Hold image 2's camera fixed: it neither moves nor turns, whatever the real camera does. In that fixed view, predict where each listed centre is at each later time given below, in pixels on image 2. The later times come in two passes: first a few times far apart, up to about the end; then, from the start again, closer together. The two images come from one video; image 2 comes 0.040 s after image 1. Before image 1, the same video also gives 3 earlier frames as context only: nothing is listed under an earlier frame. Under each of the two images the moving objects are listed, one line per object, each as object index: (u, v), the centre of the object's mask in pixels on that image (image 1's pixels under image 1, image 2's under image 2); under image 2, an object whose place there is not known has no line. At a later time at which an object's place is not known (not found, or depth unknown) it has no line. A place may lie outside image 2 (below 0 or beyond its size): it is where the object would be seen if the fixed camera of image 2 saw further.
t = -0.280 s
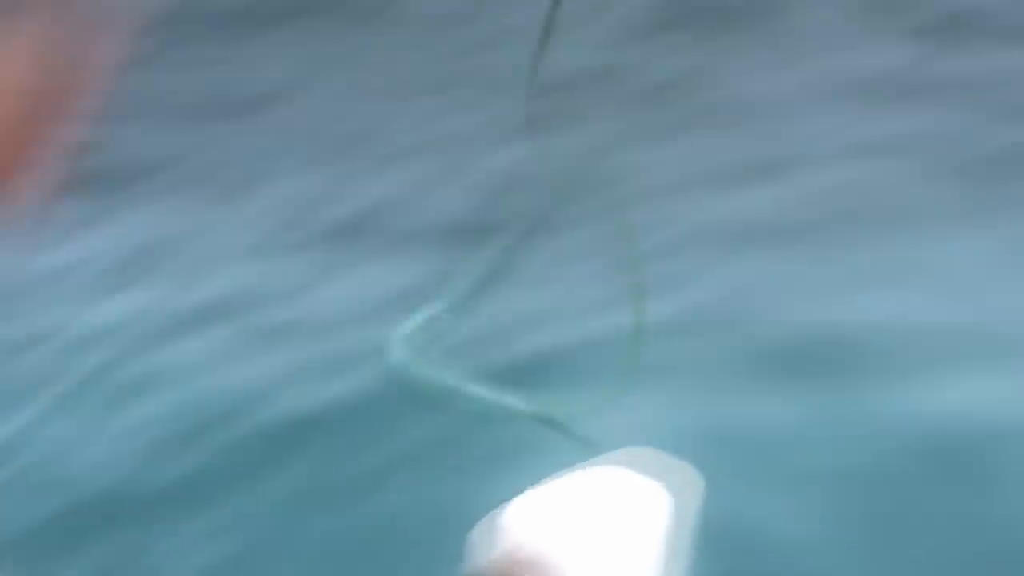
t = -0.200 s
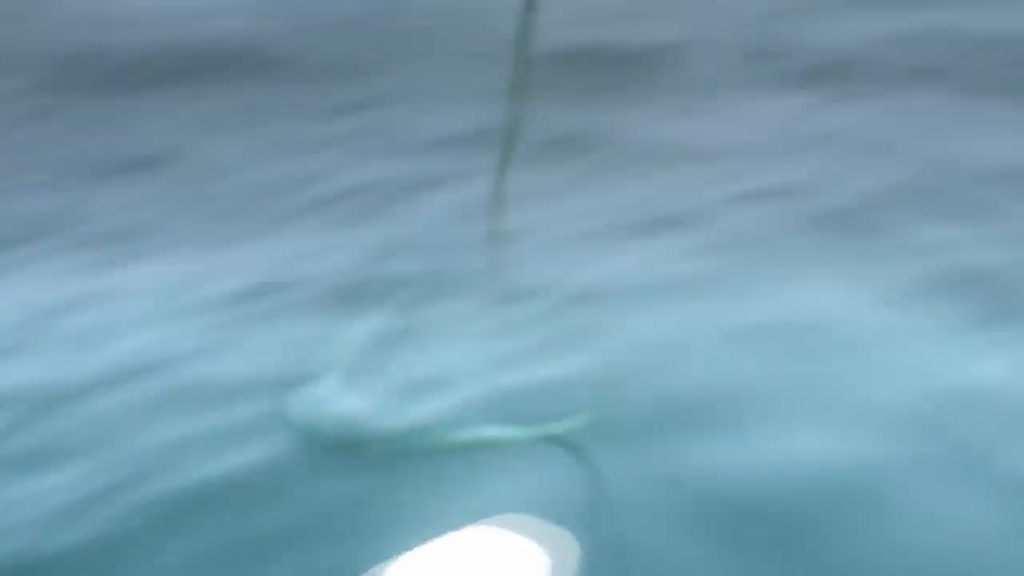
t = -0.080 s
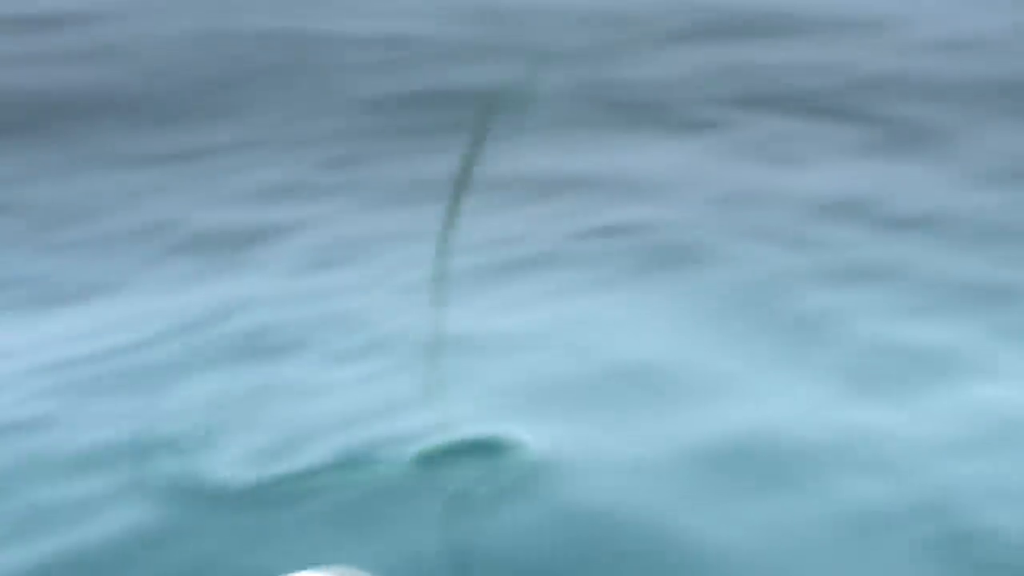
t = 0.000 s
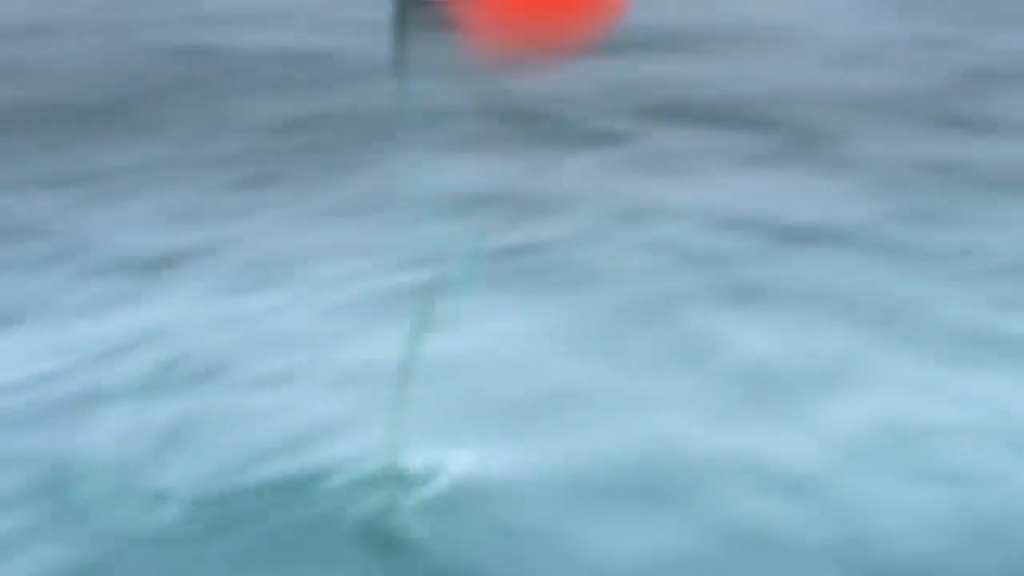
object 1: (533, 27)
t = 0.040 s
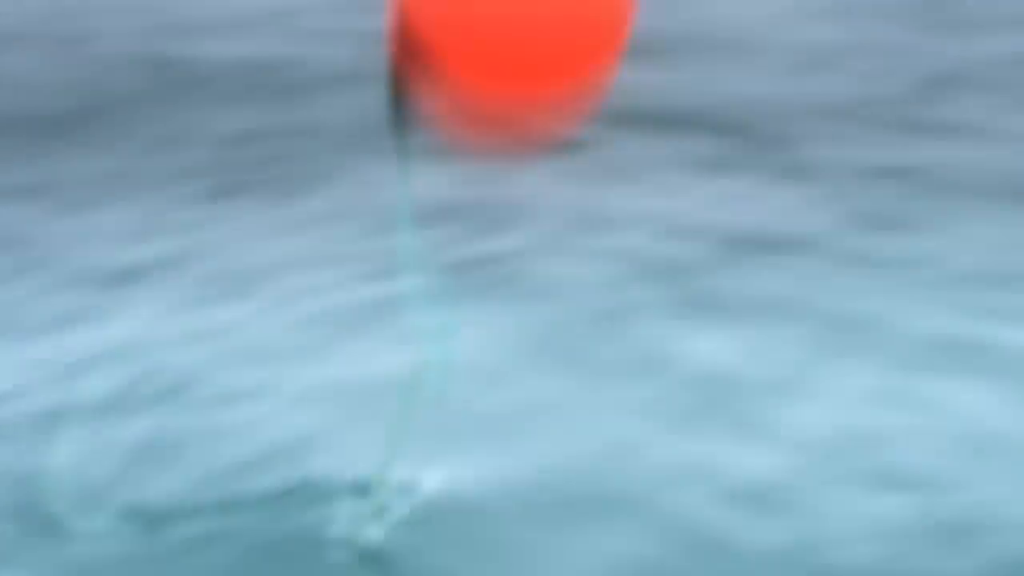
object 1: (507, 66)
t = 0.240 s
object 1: (515, 422)
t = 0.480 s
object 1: (595, 448)
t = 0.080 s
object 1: (524, 101)
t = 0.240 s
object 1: (515, 422)
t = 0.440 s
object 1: (592, 467)
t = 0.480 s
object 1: (595, 448)
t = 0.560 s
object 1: (602, 404)
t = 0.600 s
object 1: (612, 376)
